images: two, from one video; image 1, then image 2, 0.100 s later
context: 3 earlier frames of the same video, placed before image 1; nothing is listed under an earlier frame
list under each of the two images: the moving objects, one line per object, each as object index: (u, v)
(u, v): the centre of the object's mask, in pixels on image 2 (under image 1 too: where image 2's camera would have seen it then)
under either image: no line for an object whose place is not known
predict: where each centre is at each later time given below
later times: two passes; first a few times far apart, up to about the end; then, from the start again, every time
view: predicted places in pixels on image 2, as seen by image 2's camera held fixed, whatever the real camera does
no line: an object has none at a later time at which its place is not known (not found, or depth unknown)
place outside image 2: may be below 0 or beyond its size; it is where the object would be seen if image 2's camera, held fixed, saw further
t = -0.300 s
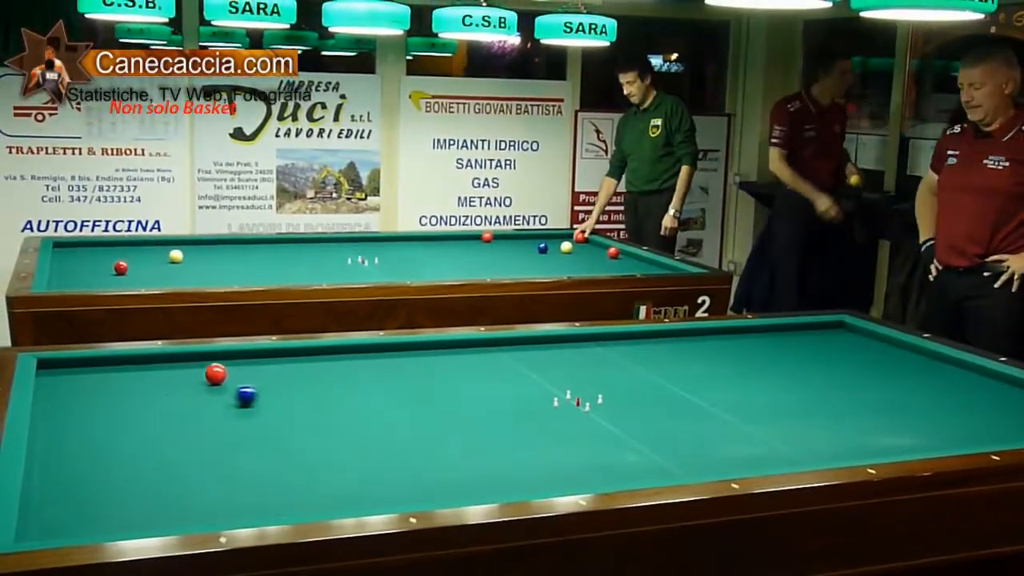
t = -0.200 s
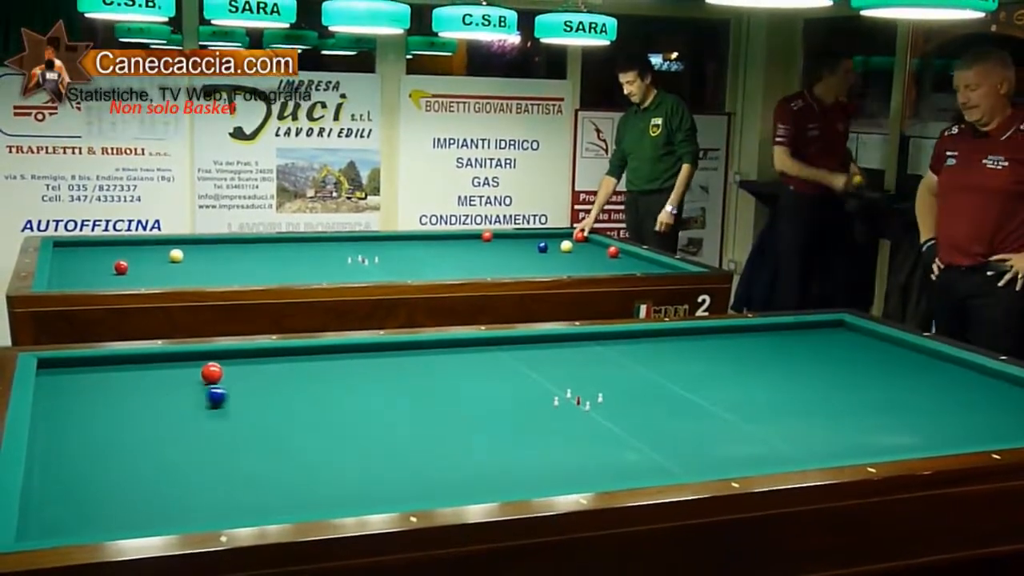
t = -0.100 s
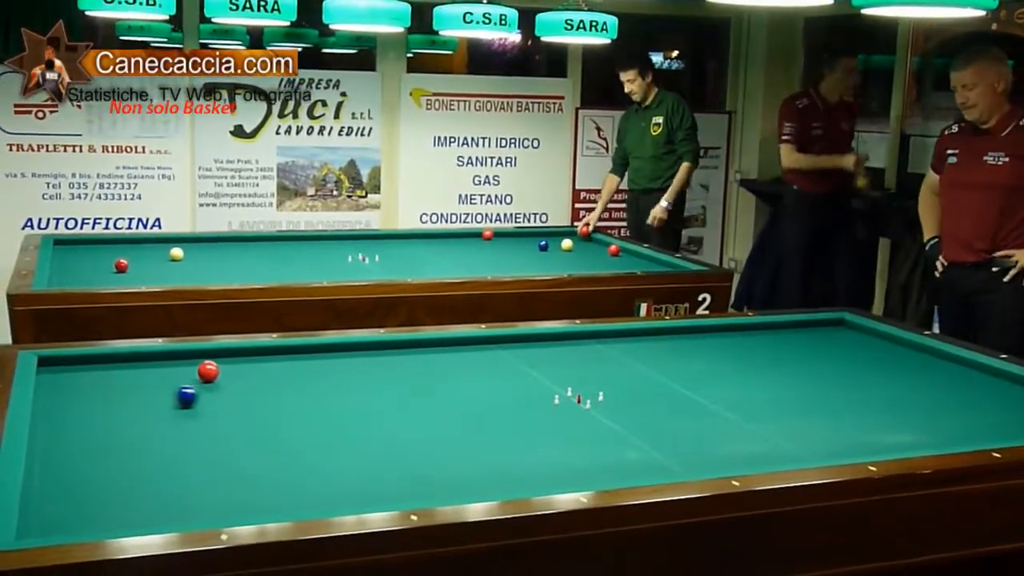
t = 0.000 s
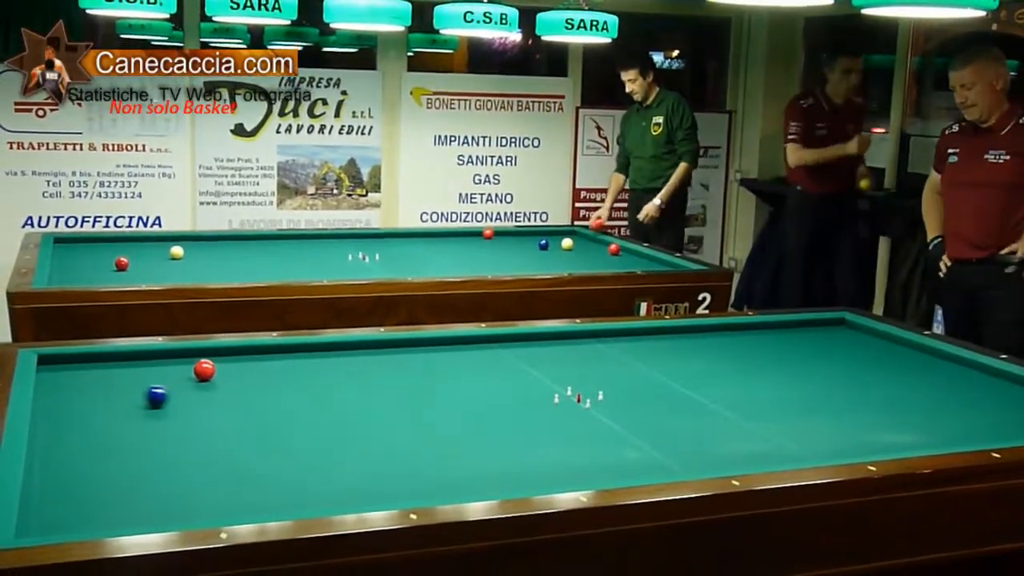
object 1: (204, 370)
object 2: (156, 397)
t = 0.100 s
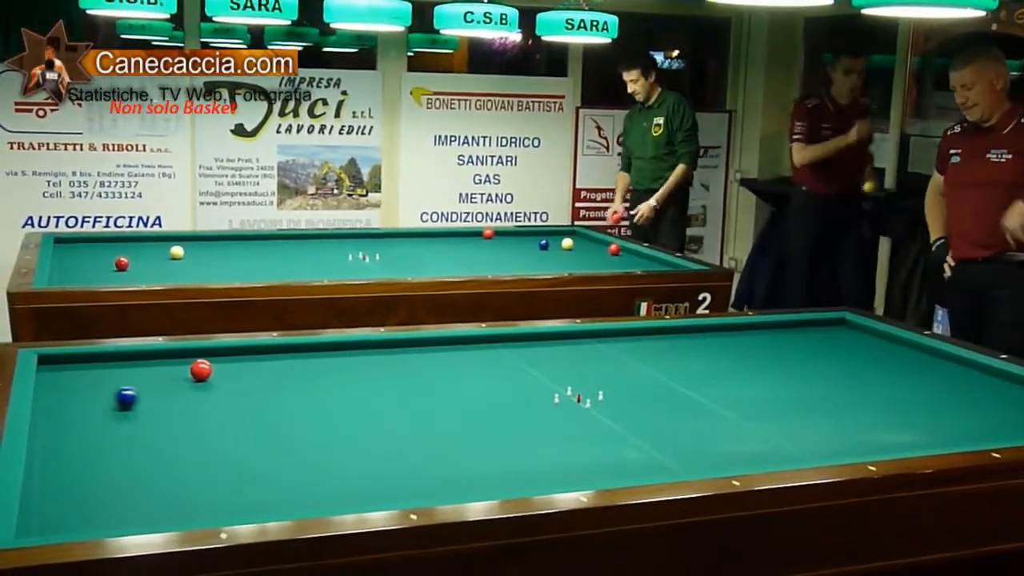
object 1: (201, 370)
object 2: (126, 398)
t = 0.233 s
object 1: (196, 370)
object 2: (84, 401)
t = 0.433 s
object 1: (189, 370)
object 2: (58, 402)
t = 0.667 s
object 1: (182, 370)
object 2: (100, 400)
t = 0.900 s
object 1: (176, 371)
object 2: (137, 398)
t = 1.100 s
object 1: (171, 371)
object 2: (167, 396)
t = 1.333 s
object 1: (166, 371)
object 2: (201, 394)
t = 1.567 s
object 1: (162, 371)
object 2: (233, 392)
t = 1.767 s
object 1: (159, 370)
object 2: (260, 391)
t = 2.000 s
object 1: (156, 370)
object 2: (289, 389)
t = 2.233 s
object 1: (154, 371)
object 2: (318, 388)
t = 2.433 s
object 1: (153, 370)
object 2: (341, 386)
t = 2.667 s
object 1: (152, 370)
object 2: (366, 385)
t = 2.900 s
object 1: (153, 370)
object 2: (392, 384)
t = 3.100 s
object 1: (152, 370)
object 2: (411, 383)
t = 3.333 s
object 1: (152, 370)
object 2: (433, 382)
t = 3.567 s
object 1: (152, 370)
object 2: (455, 381)
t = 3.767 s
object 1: (153, 370)
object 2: (472, 379)
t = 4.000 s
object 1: (153, 370)
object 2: (491, 378)
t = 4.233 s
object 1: (153, 370)
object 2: (509, 377)
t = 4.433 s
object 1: (153, 370)
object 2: (524, 376)
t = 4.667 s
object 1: (153, 370)
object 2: (541, 375)
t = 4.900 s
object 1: (154, 370)
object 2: (556, 374)
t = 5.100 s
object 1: (154, 370)
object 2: (569, 374)
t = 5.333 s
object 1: (153, 370)
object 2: (583, 373)
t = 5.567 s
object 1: (153, 370)
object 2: (597, 372)
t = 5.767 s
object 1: (153, 370)
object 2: (607, 372)
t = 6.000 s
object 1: (153, 370)
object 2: (619, 372)
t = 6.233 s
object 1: (153, 370)
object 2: (630, 371)
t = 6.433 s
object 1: (153, 371)
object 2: (639, 371)
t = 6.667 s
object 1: (153, 370)
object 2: (649, 370)
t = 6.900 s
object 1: (153, 370)
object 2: (657, 370)
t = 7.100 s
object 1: (153, 370)
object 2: (664, 370)
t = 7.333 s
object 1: (153, 370)
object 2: (671, 369)
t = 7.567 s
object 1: (153, 370)
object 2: (678, 369)
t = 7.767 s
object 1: (153, 370)
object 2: (682, 369)
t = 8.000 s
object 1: (153, 370)
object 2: (687, 368)
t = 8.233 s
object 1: (153, 370)
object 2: (691, 368)
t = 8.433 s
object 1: (153, 370)
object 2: (694, 368)
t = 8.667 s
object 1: (153, 370)
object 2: (698, 368)
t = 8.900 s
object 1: (153, 370)
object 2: (700, 368)
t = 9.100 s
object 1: (154, 371)
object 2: (701, 368)
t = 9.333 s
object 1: (154, 370)
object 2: (703, 368)
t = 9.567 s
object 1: (154, 370)
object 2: (705, 367)
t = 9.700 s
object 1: (154, 371)
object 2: (705, 368)
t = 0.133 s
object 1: (199, 370)
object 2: (115, 399)
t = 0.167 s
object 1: (198, 370)
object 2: (105, 400)
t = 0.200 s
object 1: (197, 370)
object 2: (94, 400)
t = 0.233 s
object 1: (196, 370)
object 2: (84, 401)
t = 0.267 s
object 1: (195, 370)
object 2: (74, 401)
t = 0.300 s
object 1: (194, 370)
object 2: (63, 403)
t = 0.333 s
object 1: (192, 370)
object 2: (52, 403)
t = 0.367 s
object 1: (191, 370)
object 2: (44, 403)
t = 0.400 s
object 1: (190, 371)
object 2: (50, 403)
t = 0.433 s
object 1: (189, 370)
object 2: (58, 402)
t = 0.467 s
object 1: (188, 370)
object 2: (65, 402)
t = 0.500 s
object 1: (187, 370)
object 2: (72, 401)
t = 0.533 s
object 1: (186, 371)
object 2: (78, 401)
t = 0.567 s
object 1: (185, 371)
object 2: (83, 401)
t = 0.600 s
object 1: (184, 371)
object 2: (89, 400)
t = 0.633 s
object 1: (183, 371)
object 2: (94, 400)
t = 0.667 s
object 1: (182, 370)
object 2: (100, 400)
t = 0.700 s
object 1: (181, 370)
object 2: (105, 399)
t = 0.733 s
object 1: (180, 370)
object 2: (110, 399)
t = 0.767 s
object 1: (179, 370)
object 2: (116, 399)
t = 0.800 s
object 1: (179, 370)
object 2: (121, 399)
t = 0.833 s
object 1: (178, 370)
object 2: (126, 398)
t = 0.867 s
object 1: (177, 370)
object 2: (132, 398)
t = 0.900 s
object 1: (176, 371)
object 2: (137, 398)
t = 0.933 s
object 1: (175, 370)
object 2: (142, 397)
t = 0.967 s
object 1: (174, 370)
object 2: (147, 397)
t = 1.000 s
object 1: (173, 370)
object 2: (152, 396)
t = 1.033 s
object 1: (172, 370)
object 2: (157, 396)
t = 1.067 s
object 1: (172, 370)
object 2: (162, 396)
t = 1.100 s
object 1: (171, 371)
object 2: (167, 396)
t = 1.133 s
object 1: (170, 371)
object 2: (172, 395)
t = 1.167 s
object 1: (169, 371)
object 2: (177, 395)
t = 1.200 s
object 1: (168, 371)
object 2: (182, 395)
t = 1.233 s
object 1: (168, 371)
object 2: (187, 395)
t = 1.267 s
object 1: (167, 371)
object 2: (192, 394)
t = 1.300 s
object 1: (167, 371)
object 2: (196, 394)
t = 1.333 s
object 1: (166, 371)
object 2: (201, 394)
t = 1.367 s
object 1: (165, 371)
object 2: (205, 393)
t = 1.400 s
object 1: (165, 370)
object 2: (211, 393)
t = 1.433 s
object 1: (164, 370)
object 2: (215, 393)
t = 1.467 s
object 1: (164, 371)
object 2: (220, 392)
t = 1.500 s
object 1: (163, 371)
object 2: (224, 392)
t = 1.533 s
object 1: (163, 371)
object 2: (229, 392)
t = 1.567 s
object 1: (162, 371)
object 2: (233, 392)
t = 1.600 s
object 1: (161, 370)
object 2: (238, 392)
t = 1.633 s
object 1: (161, 371)
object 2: (242, 392)
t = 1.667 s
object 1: (161, 370)
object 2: (247, 391)
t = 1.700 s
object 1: (160, 370)
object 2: (251, 391)
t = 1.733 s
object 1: (160, 371)
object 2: (256, 391)
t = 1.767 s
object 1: (159, 370)
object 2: (260, 391)
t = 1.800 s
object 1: (159, 371)
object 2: (264, 390)
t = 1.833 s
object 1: (159, 371)
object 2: (269, 390)
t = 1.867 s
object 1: (158, 370)
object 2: (272, 390)
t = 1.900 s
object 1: (158, 371)
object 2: (277, 390)
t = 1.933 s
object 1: (157, 371)
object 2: (281, 390)
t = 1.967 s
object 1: (157, 371)
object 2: (285, 389)
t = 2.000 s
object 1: (156, 370)
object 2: (289, 389)
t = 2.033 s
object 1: (156, 370)
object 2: (294, 389)
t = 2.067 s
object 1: (156, 370)
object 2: (298, 389)
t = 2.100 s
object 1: (155, 370)
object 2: (302, 388)
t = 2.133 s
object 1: (155, 371)
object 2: (306, 388)
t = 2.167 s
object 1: (155, 370)
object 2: (310, 388)
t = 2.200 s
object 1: (154, 371)
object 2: (313, 388)
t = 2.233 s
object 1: (154, 371)
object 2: (318, 388)
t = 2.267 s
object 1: (154, 371)
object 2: (322, 387)
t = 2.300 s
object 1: (154, 370)
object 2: (325, 387)
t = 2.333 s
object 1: (153, 370)
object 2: (329, 387)
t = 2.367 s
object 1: (153, 370)
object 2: (333, 387)
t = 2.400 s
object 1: (153, 370)
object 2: (337, 386)
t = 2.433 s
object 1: (153, 370)
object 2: (341, 386)
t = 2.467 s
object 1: (153, 370)
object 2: (344, 386)
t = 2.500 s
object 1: (153, 370)
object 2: (349, 386)
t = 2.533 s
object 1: (153, 370)
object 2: (352, 386)
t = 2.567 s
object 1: (152, 370)
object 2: (355, 386)
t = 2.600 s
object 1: (152, 370)
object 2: (360, 385)
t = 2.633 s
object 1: (152, 370)
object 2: (363, 385)
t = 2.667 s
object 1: (152, 370)
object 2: (366, 385)
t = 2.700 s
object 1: (152, 370)
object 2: (371, 385)
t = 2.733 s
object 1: (152, 370)
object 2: (374, 385)
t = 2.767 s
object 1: (152, 370)
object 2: (377, 385)
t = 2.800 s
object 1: (152, 370)
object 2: (381, 384)
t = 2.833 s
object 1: (152, 370)
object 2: (384, 384)
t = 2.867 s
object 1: (152, 370)
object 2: (388, 384)
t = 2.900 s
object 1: (153, 370)
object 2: (392, 384)
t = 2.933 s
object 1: (152, 371)
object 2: (394, 384)
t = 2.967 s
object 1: (153, 370)
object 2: (398, 383)
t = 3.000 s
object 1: (153, 370)
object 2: (402, 383)
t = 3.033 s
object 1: (153, 370)
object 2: (405, 384)
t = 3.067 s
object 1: (153, 370)
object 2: (408, 383)
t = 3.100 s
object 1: (152, 370)
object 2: (411, 383)
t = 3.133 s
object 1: (153, 370)
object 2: (415, 383)
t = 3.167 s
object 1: (153, 370)
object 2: (418, 383)
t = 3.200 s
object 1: (153, 370)
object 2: (421, 382)
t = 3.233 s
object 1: (153, 370)
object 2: (424, 382)
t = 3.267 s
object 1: (153, 370)
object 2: (427, 382)
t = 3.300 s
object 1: (152, 370)
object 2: (430, 382)
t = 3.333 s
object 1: (152, 370)
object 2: (433, 382)
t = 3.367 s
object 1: (153, 370)
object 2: (436, 382)
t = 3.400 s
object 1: (152, 370)
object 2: (440, 382)
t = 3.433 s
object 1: (152, 370)
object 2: (442, 381)
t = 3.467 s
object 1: (152, 370)
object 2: (446, 381)
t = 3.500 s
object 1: (152, 370)
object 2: (449, 381)
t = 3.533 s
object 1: (152, 370)
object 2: (452, 381)
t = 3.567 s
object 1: (152, 370)
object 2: (455, 381)
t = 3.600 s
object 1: (152, 370)
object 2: (458, 380)
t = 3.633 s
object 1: (153, 370)
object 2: (461, 380)
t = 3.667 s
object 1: (153, 370)
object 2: (464, 380)
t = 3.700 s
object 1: (153, 370)
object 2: (466, 380)
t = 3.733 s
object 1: (153, 370)
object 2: (469, 379)
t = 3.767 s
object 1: (153, 370)
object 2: (472, 379)
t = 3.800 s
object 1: (153, 370)
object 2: (475, 379)
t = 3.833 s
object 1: (153, 370)
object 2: (478, 379)
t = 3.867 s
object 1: (153, 370)
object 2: (480, 379)
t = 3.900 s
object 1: (153, 370)
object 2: (483, 379)
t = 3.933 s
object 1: (153, 370)
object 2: (486, 378)
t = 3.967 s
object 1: (153, 370)
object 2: (488, 378)
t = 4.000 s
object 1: (153, 370)
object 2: (491, 378)
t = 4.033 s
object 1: (153, 370)
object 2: (494, 378)
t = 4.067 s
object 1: (153, 370)
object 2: (496, 378)
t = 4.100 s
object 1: (153, 370)
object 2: (499, 378)
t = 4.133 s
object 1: (153, 370)
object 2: (502, 378)
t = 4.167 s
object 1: (153, 370)
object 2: (504, 377)
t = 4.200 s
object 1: (153, 370)
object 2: (507, 377)
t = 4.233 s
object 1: (153, 370)
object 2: (509, 377)
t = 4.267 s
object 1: (153, 370)
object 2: (512, 377)
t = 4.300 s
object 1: (153, 370)
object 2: (515, 377)
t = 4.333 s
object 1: (153, 370)
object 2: (517, 377)
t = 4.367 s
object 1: (153, 370)
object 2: (519, 376)
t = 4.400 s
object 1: (153, 370)
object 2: (522, 376)
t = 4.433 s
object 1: (153, 370)
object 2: (524, 376)
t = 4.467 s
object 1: (153, 370)
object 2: (527, 376)
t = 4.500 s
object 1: (153, 370)
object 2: (529, 376)
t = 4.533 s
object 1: (153, 370)
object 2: (532, 376)
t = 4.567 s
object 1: (153, 370)
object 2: (534, 376)
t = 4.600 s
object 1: (153, 370)
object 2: (536, 376)
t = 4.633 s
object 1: (153, 370)
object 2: (538, 375)
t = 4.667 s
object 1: (153, 370)
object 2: (541, 375)
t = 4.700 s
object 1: (153, 370)
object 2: (543, 375)
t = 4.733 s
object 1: (153, 370)
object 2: (545, 375)
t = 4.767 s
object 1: (153, 370)
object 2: (548, 375)
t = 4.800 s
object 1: (153, 370)
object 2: (550, 375)
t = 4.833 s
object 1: (153, 370)
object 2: (552, 375)
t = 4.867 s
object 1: (153, 370)
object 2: (554, 374)
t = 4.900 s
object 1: (154, 370)
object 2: (556, 374)
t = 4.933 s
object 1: (154, 370)
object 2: (558, 374)
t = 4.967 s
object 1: (154, 370)
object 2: (561, 374)
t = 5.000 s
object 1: (154, 370)
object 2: (563, 374)
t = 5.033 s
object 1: (154, 370)
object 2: (565, 374)
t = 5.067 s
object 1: (154, 370)
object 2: (567, 374)
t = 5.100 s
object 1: (154, 370)
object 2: (569, 374)
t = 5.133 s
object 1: (154, 370)
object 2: (571, 374)
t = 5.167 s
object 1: (154, 370)
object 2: (573, 373)
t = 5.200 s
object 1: (154, 370)
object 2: (575, 373)
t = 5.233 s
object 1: (154, 370)
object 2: (577, 373)
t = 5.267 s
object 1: (154, 370)
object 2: (579, 373)
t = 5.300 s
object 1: (153, 370)
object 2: (581, 373)
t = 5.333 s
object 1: (153, 370)
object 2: (583, 373)
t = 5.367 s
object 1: (153, 370)
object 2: (585, 373)
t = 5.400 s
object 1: (153, 370)
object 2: (587, 373)
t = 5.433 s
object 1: (153, 370)
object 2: (589, 373)
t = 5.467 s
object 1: (153, 370)
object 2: (591, 373)
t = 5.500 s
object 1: (153, 370)
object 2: (593, 373)
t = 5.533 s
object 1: (153, 370)
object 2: (595, 373)
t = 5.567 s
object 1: (153, 370)
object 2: (597, 372)
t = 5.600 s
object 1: (153, 370)
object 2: (598, 372)
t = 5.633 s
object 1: (153, 370)
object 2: (600, 372)
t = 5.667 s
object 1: (153, 370)
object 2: (602, 372)
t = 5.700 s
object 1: (153, 370)
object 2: (604, 372)
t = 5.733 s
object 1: (153, 370)
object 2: (606, 372)
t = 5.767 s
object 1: (153, 370)
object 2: (607, 372)
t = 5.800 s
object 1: (153, 370)
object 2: (609, 372)
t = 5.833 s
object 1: (153, 370)
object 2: (611, 372)
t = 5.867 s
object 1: (153, 370)
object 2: (612, 372)
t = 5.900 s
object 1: (153, 370)
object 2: (614, 372)
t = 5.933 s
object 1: (153, 370)
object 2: (616, 371)
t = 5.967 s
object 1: (153, 370)
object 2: (617, 371)
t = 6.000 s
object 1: (153, 370)
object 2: (619, 372)
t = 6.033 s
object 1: (153, 370)
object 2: (621, 371)
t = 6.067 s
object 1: (153, 370)
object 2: (622, 371)
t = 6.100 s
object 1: (153, 370)
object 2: (624, 371)
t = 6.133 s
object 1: (153, 371)
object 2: (625, 371)
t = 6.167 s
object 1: (153, 370)
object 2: (627, 371)
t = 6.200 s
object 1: (153, 370)
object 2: (628, 371)
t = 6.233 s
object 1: (153, 370)
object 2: (630, 371)
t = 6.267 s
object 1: (153, 371)
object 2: (631, 371)
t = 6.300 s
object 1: (153, 371)
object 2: (633, 371)
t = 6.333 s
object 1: (152, 371)
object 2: (634, 371)
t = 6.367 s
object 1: (152, 371)
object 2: (636, 371)
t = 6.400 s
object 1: (153, 371)
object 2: (637, 371)
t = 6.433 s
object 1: (153, 371)
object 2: (639, 371)
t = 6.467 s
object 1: (153, 370)
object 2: (640, 371)
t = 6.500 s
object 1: (153, 370)
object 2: (642, 371)
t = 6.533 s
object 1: (153, 370)
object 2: (643, 370)
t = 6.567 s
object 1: (153, 370)
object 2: (644, 370)
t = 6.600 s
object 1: (153, 370)
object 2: (646, 370)
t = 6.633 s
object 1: (153, 370)
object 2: (647, 370)
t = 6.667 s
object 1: (153, 370)
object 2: (649, 370)
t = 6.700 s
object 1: (153, 370)
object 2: (650, 370)
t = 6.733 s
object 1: (153, 370)
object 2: (651, 370)
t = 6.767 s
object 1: (153, 370)
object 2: (652, 370)
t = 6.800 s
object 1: (153, 370)
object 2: (654, 370)
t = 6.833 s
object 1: (153, 370)
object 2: (655, 370)
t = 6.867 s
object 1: (153, 370)
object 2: (656, 370)
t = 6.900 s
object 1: (153, 370)
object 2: (657, 370)
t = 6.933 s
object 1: (153, 370)
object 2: (658, 370)
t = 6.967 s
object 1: (153, 370)
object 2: (659, 370)
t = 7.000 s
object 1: (153, 370)
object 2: (661, 370)
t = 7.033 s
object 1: (153, 370)
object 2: (662, 370)
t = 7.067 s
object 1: (153, 370)
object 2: (663, 370)
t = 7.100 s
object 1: (153, 370)
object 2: (664, 370)
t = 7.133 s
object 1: (153, 370)
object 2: (665, 370)
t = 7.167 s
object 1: (153, 370)
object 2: (666, 370)
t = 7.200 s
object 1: (153, 370)
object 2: (667, 370)
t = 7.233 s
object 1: (153, 370)
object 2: (669, 370)
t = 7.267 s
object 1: (153, 370)
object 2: (669, 369)
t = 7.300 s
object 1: (153, 370)
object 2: (670, 369)
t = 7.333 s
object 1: (153, 370)
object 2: (671, 369)
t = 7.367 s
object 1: (153, 370)
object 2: (672, 369)
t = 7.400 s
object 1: (153, 370)
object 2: (673, 369)
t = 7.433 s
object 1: (153, 370)
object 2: (674, 369)
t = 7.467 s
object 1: (153, 370)
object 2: (675, 369)
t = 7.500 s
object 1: (153, 370)
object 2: (676, 369)
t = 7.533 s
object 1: (153, 370)
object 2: (677, 369)
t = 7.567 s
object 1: (153, 370)
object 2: (678, 369)
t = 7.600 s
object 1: (153, 370)
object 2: (678, 369)
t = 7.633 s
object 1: (153, 370)
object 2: (679, 369)
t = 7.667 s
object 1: (153, 370)
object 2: (680, 369)
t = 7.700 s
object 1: (153, 370)
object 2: (680, 369)
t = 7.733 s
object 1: (153, 370)
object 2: (681, 369)
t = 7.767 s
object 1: (153, 370)
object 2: (682, 369)
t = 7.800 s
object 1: (153, 370)
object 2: (683, 369)
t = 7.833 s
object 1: (153, 370)
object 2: (684, 369)
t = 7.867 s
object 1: (153, 370)
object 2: (684, 369)
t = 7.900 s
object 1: (153, 370)
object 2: (685, 368)
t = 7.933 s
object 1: (153, 371)
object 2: (686, 368)
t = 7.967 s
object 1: (153, 371)
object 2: (686, 368)
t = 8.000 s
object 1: (153, 370)
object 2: (687, 368)
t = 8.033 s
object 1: (153, 371)
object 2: (688, 368)
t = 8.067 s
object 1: (153, 370)
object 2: (688, 368)
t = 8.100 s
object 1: (153, 370)
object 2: (689, 368)
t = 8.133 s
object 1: (153, 370)
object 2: (689, 368)
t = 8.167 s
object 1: (153, 370)
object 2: (690, 368)
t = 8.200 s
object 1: (153, 371)
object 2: (690, 368)
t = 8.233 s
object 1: (153, 370)
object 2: (691, 368)
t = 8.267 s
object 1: (153, 370)
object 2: (692, 368)
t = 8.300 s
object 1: (153, 370)
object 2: (692, 368)
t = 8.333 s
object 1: (153, 370)
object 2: (692, 368)
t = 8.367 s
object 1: (153, 370)
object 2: (693, 368)
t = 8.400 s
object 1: (153, 370)
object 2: (694, 368)
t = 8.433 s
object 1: (153, 370)
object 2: (694, 368)
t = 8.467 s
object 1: (153, 370)
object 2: (695, 368)
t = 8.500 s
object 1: (153, 370)
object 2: (695, 368)
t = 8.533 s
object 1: (153, 370)
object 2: (696, 368)
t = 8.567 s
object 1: (153, 370)
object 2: (696, 368)
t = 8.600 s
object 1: (153, 370)
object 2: (697, 368)
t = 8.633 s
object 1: (153, 370)
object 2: (697, 367)
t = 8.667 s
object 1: (153, 370)
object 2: (698, 368)
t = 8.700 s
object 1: (153, 370)
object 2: (698, 368)
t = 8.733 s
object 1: (153, 370)
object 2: (698, 368)
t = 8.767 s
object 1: (153, 370)
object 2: (699, 368)
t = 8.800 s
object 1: (153, 371)
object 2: (699, 368)
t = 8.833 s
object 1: (153, 370)
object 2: (699, 368)
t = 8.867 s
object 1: (153, 370)
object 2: (699, 368)
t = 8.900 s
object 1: (153, 370)
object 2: (700, 368)
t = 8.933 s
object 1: (153, 370)
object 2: (700, 368)
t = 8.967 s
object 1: (154, 370)
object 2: (700, 368)
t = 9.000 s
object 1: (154, 370)
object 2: (701, 368)
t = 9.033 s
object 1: (154, 371)
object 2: (701, 368)
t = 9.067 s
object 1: (154, 370)
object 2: (701, 368)
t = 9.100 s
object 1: (154, 371)
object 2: (701, 368)
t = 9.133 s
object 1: (154, 370)
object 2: (702, 368)
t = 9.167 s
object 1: (154, 370)
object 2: (702, 368)
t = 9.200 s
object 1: (154, 371)
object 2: (702, 368)
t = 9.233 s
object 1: (154, 371)
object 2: (703, 368)
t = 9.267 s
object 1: (154, 370)
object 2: (703, 368)
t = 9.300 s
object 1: (154, 370)
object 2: (703, 367)
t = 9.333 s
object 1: (154, 370)
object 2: (703, 368)
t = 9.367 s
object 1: (154, 370)
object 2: (704, 368)
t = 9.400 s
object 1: (154, 370)
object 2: (704, 367)
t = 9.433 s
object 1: (154, 370)
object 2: (704, 368)
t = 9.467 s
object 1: (154, 370)
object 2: (704, 367)
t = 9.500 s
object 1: (154, 370)
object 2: (704, 368)
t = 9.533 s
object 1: (154, 370)
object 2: (705, 367)
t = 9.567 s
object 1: (154, 370)
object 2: (705, 367)
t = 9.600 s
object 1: (154, 370)
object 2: (705, 368)
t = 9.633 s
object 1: (154, 370)
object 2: (705, 368)
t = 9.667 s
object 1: (154, 370)
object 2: (705, 368)
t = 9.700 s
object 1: (154, 371)
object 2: (705, 368)
